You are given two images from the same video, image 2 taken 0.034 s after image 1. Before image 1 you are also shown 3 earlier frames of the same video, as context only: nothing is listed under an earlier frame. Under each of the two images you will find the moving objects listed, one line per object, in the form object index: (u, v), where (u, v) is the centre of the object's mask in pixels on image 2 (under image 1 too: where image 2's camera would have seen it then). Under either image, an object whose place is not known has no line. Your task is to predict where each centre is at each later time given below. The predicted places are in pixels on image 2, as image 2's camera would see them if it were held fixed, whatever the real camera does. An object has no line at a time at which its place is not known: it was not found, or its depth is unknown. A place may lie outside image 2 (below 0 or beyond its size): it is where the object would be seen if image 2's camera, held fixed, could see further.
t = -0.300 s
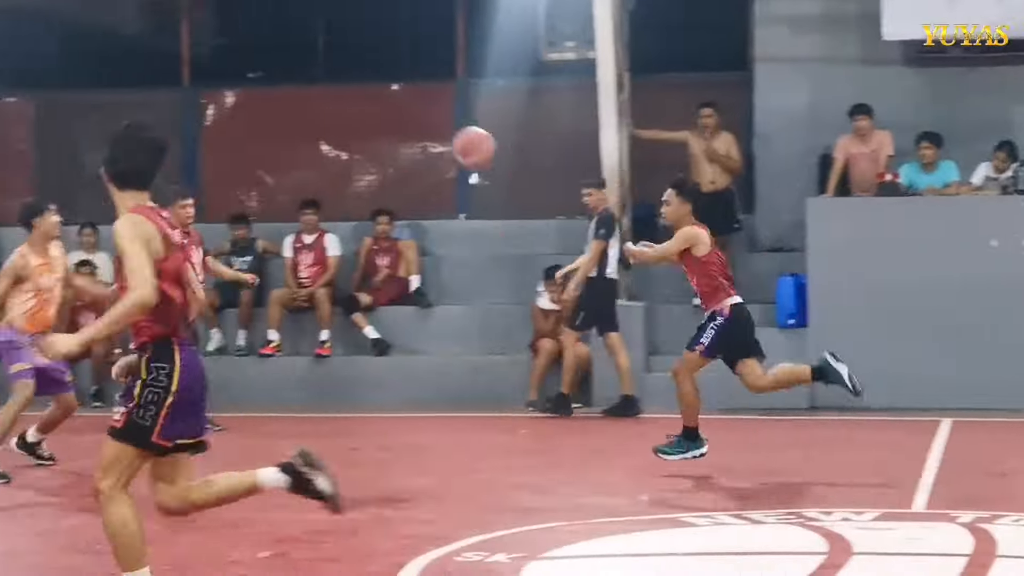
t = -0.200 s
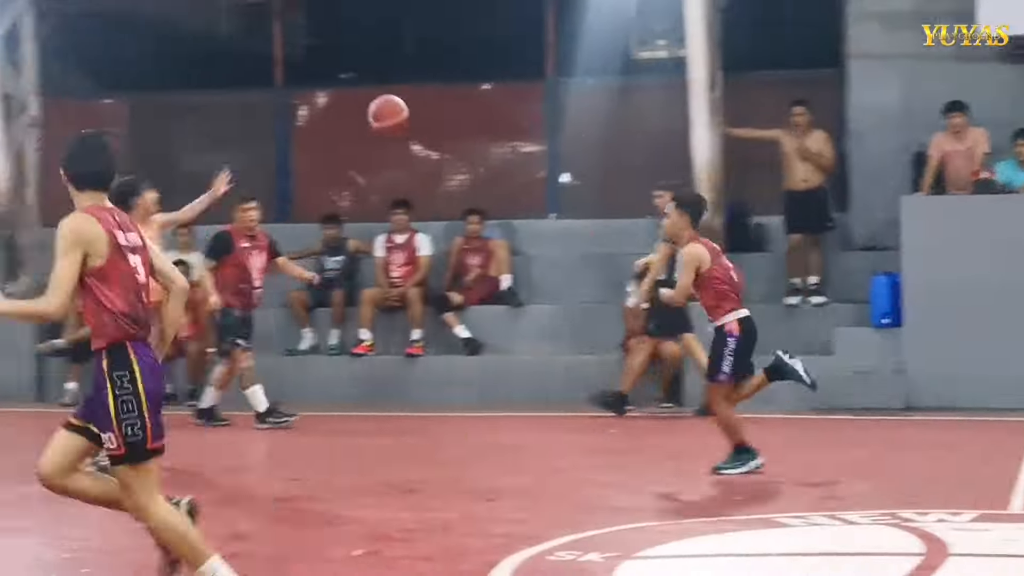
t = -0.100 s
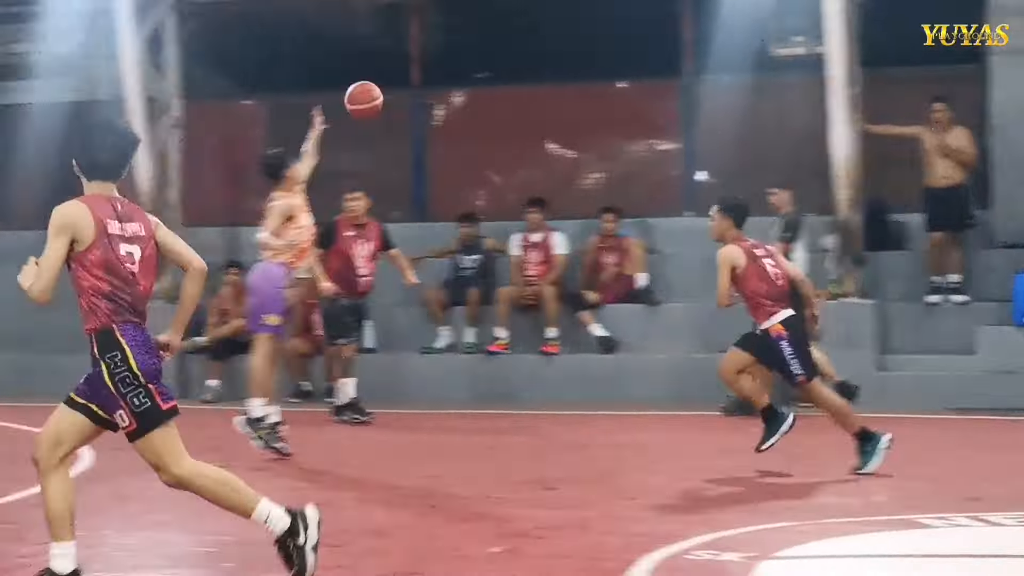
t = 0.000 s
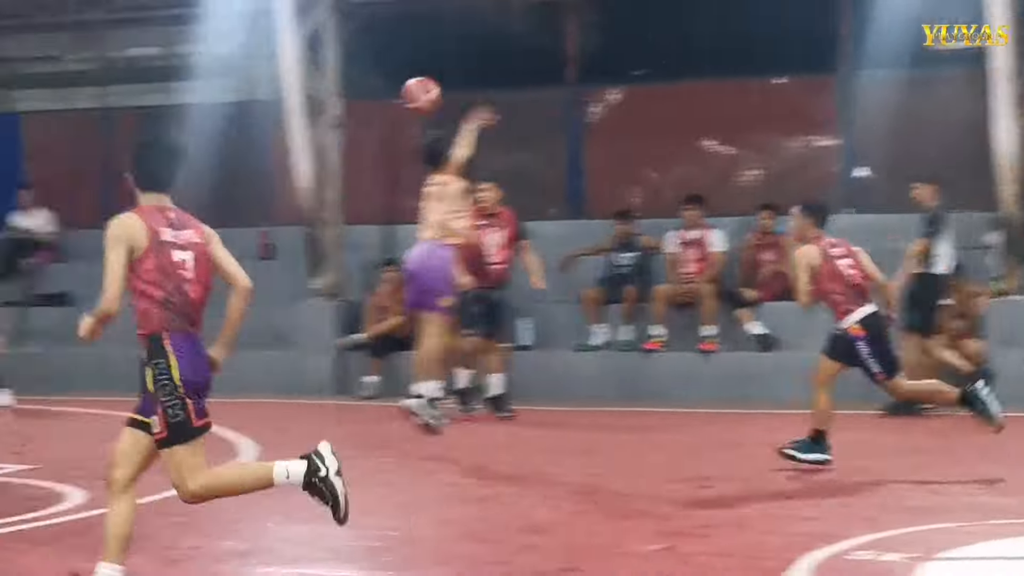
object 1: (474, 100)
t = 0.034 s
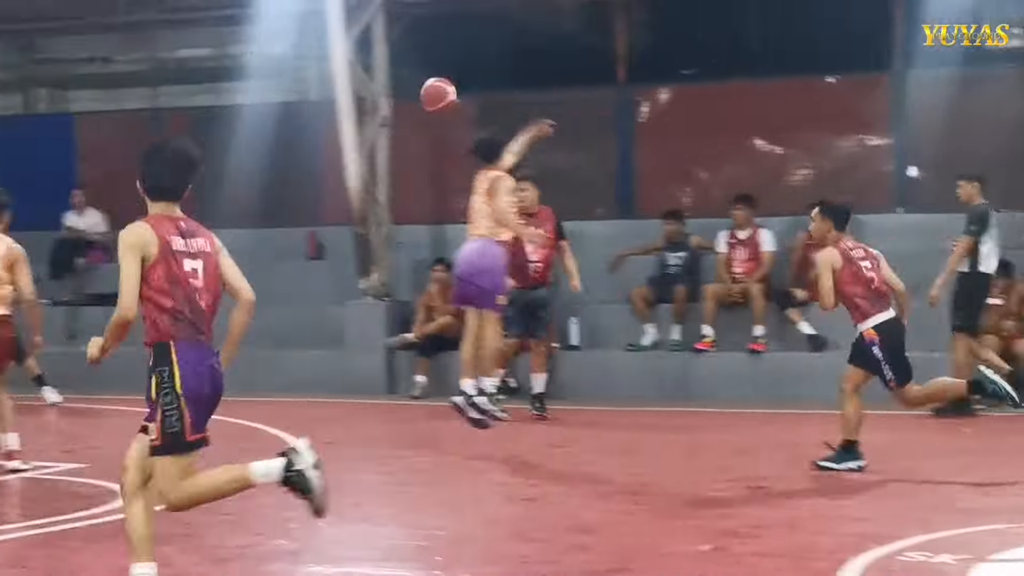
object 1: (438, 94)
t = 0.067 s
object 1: (406, 95)
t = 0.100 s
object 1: (374, 99)
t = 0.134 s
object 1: (342, 101)
